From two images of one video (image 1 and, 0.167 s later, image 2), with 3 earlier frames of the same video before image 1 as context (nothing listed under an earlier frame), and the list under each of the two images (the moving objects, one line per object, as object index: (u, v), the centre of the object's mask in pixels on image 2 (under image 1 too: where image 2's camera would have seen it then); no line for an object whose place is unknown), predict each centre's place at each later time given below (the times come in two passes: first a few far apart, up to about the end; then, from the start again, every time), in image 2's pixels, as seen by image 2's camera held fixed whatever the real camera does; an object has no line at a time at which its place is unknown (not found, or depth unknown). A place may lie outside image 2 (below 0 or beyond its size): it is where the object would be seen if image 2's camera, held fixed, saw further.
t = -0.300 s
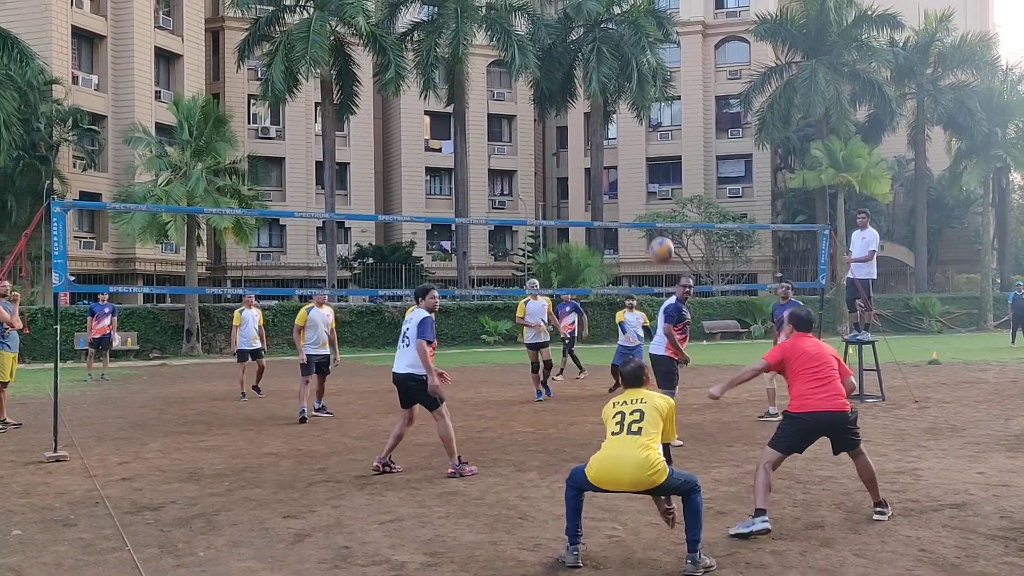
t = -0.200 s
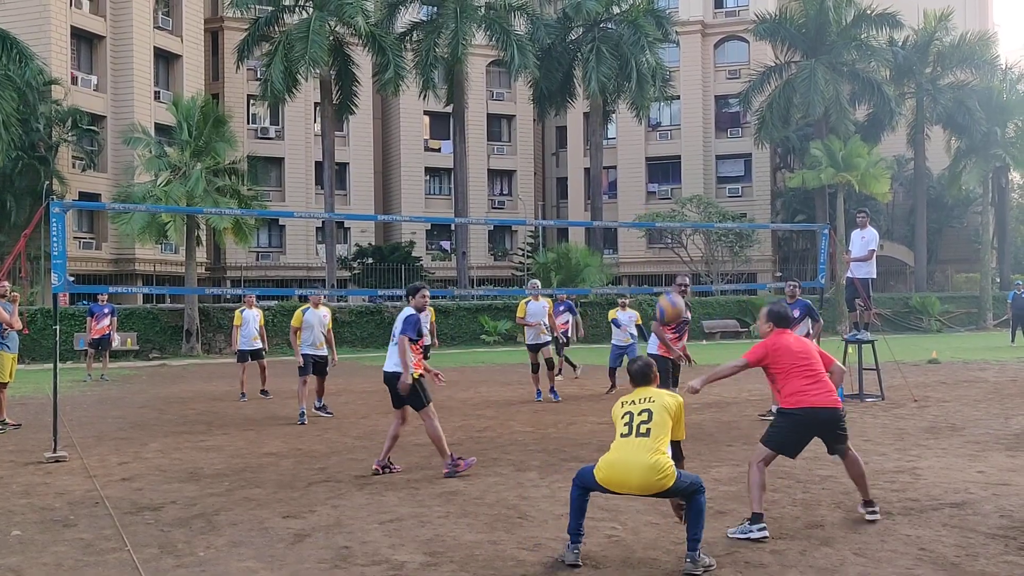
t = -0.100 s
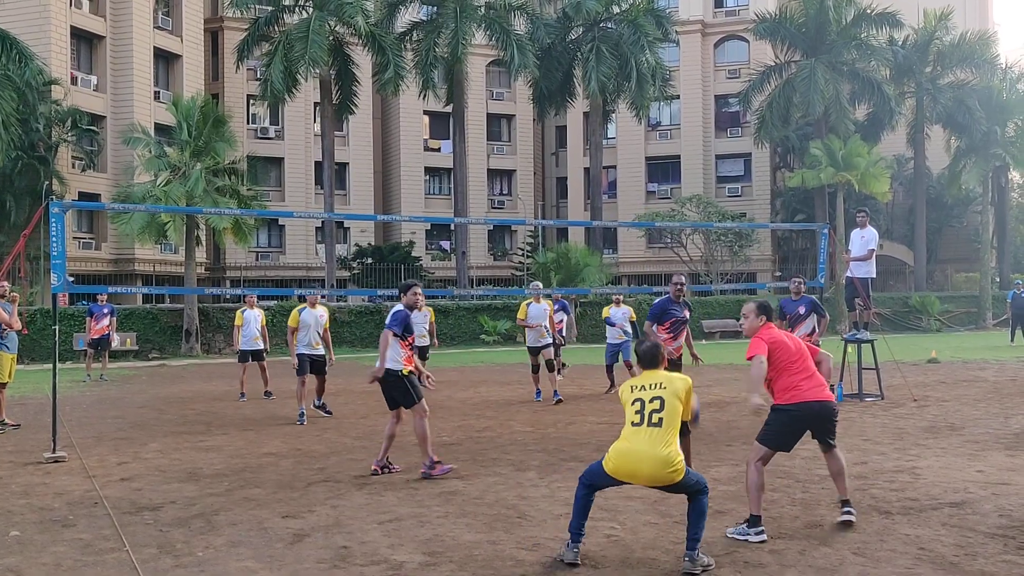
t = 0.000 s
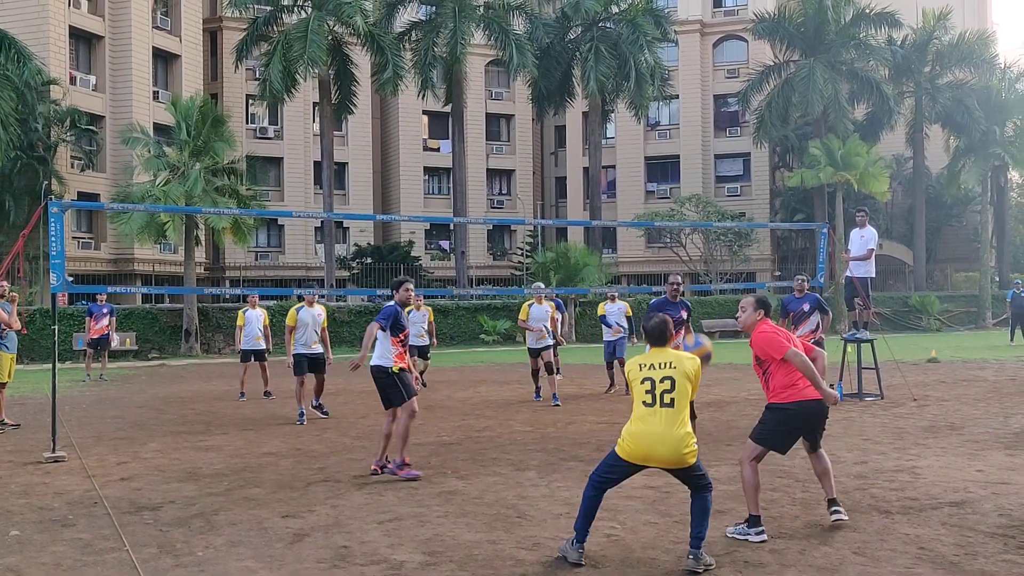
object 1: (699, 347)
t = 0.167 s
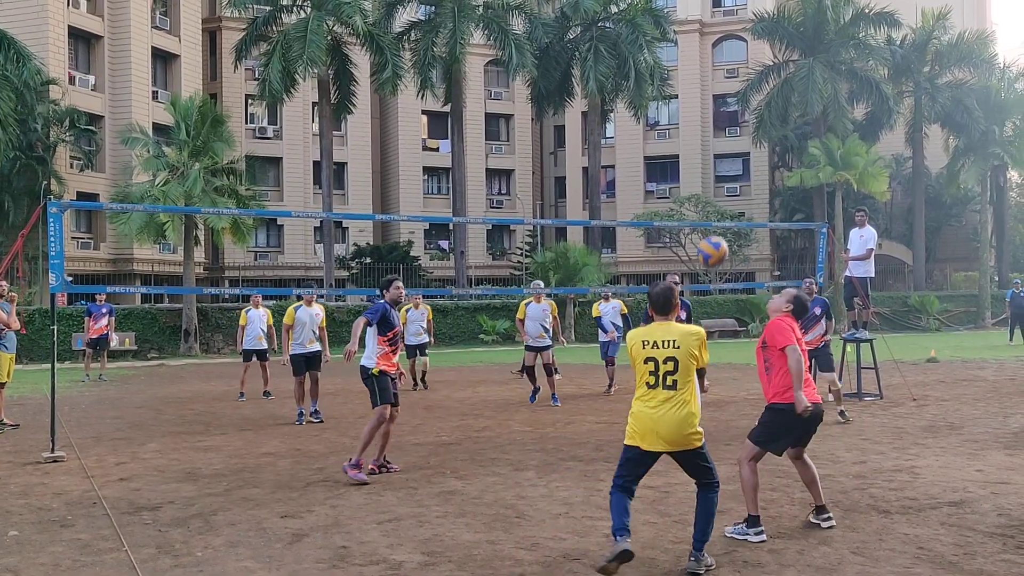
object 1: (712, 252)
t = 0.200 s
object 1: (716, 238)
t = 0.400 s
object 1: (732, 197)
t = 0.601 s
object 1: (747, 206)
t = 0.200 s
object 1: (716, 238)
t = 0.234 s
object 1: (719, 227)
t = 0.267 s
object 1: (722, 218)
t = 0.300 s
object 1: (724, 210)
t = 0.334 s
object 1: (727, 204)
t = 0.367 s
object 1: (729, 200)
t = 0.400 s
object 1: (732, 197)
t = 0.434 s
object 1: (735, 195)
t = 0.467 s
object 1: (737, 194)
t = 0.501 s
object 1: (740, 196)
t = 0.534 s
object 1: (742, 198)
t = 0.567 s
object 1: (744, 201)
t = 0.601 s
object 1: (747, 206)
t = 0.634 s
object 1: (750, 212)
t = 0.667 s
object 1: (752, 218)
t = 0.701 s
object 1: (754, 226)
